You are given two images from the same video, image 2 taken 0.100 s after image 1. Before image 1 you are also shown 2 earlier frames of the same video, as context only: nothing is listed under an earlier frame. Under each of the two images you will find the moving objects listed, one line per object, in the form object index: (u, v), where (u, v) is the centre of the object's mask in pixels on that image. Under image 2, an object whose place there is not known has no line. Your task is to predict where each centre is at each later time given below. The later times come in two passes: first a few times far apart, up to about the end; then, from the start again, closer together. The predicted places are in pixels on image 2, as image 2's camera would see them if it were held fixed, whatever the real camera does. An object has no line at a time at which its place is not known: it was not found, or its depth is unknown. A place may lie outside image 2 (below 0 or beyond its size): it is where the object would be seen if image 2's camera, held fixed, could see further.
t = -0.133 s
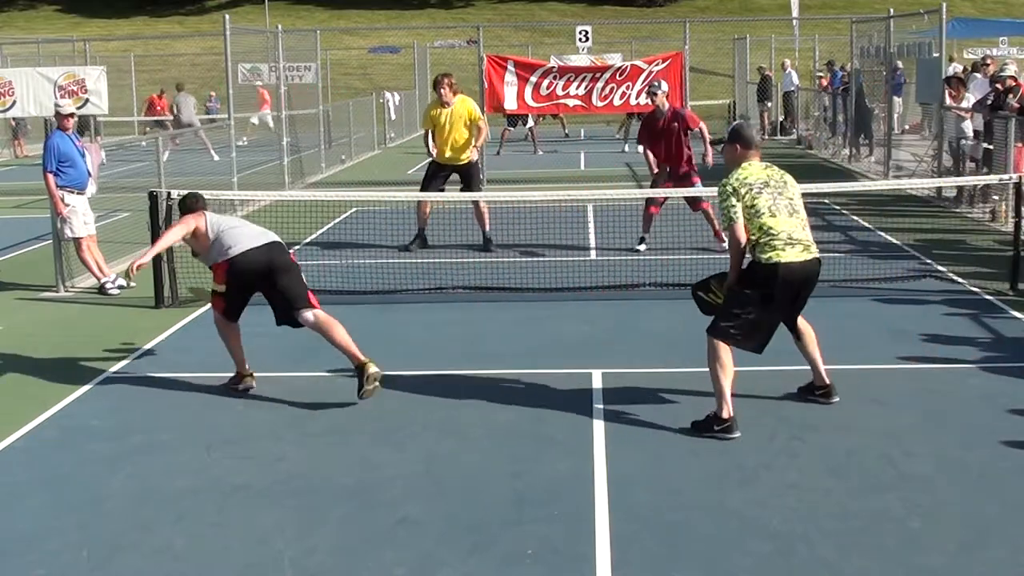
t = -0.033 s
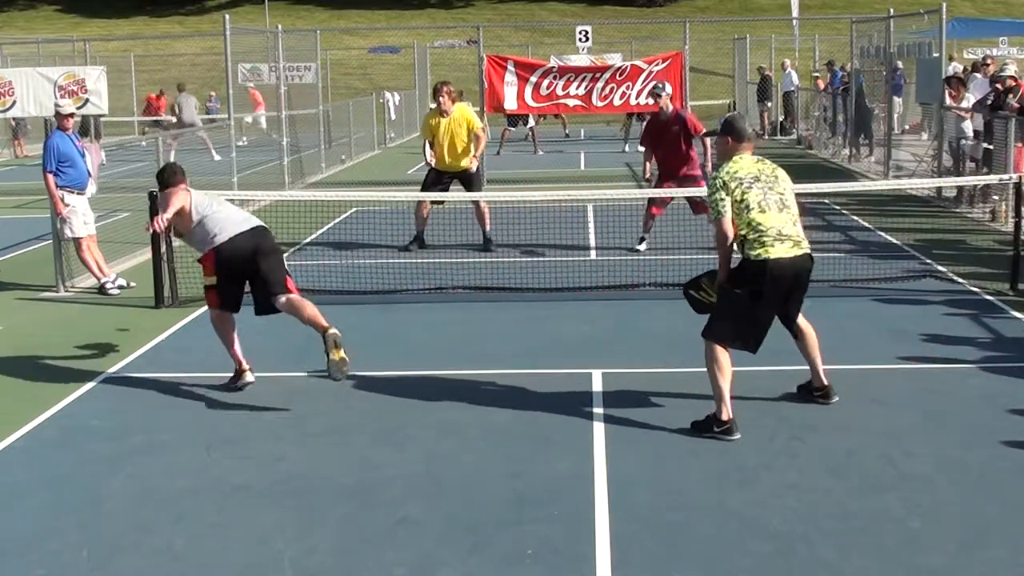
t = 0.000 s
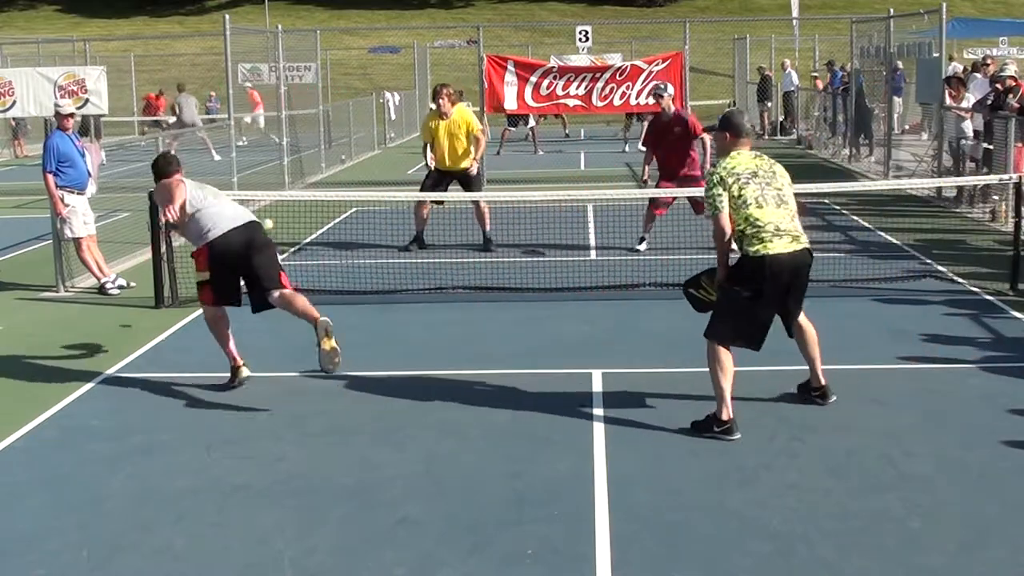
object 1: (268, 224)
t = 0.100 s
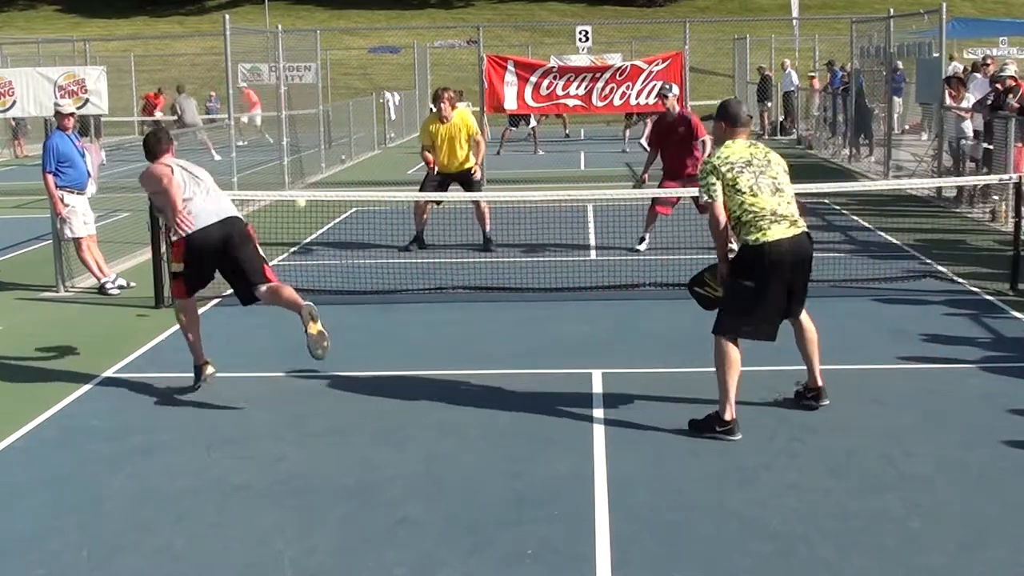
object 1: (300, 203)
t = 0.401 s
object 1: (380, 219)
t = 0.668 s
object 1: (394, 302)
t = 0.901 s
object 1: (380, 266)
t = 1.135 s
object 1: (368, 299)
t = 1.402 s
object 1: (355, 293)
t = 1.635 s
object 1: (344, 314)
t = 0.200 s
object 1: (330, 198)
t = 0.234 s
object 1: (340, 198)
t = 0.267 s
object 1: (351, 200)
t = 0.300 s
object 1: (361, 203)
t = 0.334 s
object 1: (371, 209)
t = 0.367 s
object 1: (377, 214)
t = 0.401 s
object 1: (380, 219)
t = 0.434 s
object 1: (381, 225)
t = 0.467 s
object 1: (383, 232)
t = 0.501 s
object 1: (385, 241)
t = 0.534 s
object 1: (387, 251)
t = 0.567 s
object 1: (389, 262)
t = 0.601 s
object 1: (391, 275)
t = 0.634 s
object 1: (393, 289)
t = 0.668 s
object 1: (394, 302)
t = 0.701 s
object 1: (392, 292)
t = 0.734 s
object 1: (390, 285)
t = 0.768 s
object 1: (388, 278)
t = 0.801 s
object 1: (386, 272)
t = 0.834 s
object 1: (384, 269)
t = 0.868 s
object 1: (382, 266)
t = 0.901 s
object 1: (380, 266)
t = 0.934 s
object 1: (378, 266)
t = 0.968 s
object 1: (377, 267)
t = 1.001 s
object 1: (375, 270)
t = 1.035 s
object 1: (373, 275)
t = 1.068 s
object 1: (371, 284)
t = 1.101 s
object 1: (370, 289)
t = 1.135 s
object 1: (368, 299)
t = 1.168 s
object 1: (367, 309)
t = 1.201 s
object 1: (366, 310)
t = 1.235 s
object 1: (364, 304)
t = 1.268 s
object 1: (362, 299)
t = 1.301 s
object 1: (360, 295)
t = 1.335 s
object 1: (358, 293)
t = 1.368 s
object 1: (357, 293)
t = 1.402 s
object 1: (355, 293)
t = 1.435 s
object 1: (353, 295)
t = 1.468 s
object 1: (352, 299)
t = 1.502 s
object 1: (351, 305)
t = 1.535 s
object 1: (349, 312)
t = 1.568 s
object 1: (348, 320)
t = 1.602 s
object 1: (346, 319)
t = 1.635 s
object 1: (344, 314)
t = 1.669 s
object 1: (342, 312)
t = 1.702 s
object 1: (340, 311)
